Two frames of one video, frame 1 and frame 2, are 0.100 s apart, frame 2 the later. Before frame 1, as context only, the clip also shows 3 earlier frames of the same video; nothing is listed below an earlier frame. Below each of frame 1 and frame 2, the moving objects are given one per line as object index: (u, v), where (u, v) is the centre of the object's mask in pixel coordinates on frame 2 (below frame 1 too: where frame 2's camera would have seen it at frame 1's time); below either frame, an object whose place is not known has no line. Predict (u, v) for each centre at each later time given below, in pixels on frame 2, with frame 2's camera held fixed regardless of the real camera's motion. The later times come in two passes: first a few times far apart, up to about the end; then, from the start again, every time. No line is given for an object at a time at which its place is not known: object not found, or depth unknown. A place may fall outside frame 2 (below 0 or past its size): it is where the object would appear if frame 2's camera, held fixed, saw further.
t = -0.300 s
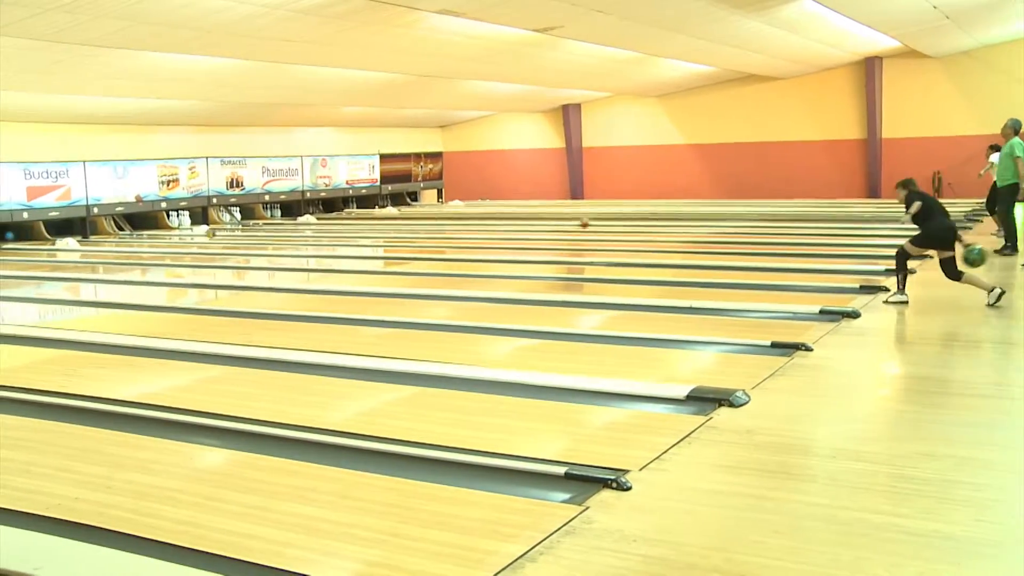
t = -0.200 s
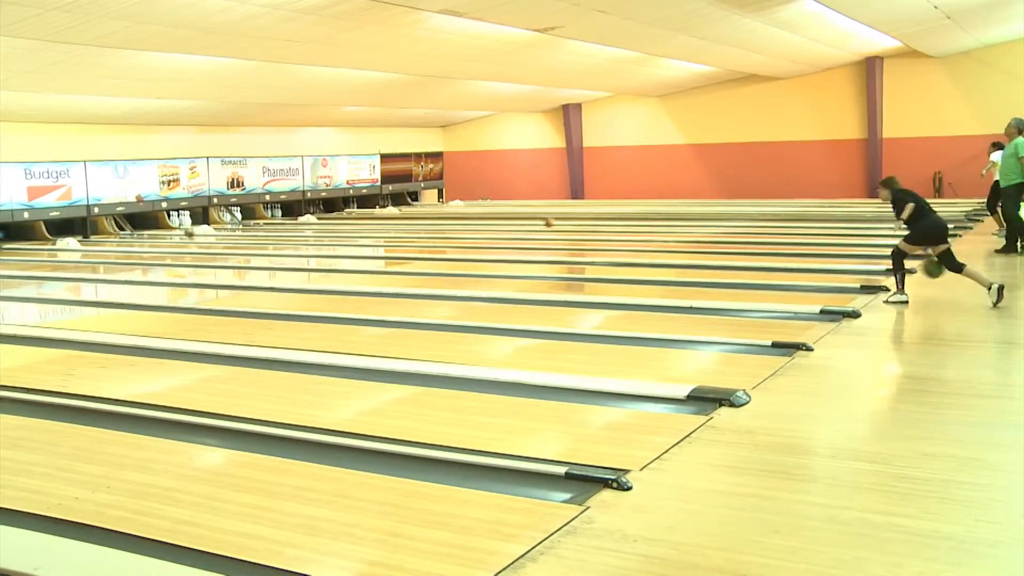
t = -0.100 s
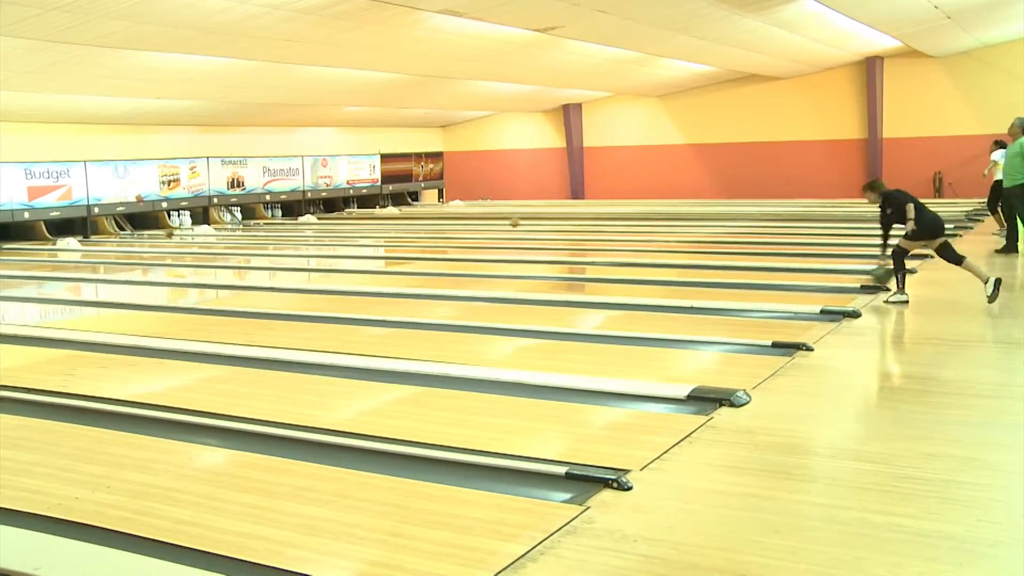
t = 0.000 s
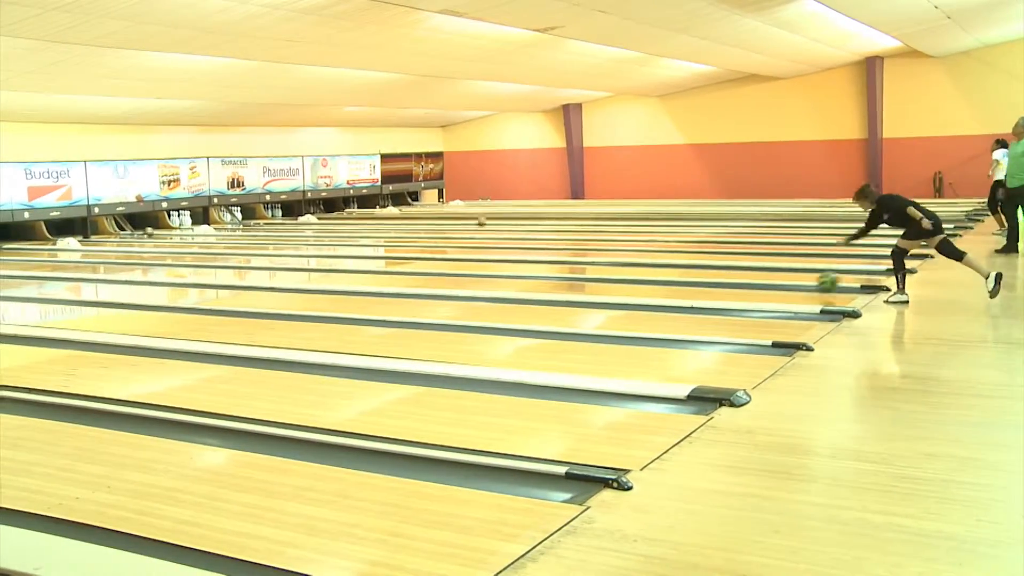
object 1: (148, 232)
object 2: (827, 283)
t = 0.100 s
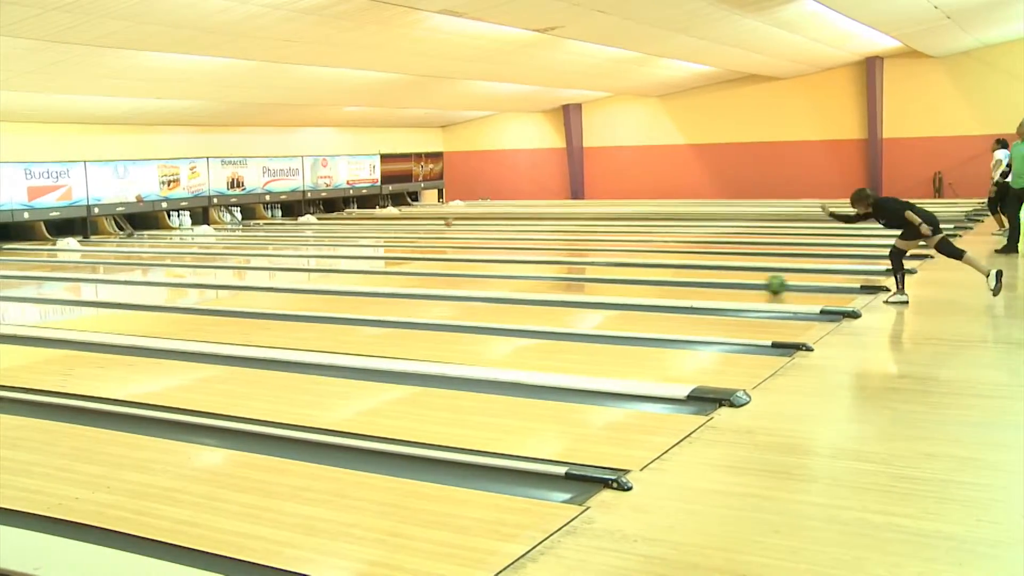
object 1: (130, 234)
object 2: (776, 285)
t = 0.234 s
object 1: (108, 234)
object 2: (710, 282)
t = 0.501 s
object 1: (56, 233)
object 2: (592, 278)
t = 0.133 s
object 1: (122, 234)
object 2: (760, 284)
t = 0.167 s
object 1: (115, 234)
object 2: (743, 283)
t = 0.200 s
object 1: (111, 233)
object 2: (726, 283)
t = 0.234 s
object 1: (108, 234)
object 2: (710, 282)
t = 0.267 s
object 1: (96, 232)
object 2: (695, 282)
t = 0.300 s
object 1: (91, 232)
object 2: (680, 281)
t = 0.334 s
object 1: (86, 233)
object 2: (665, 281)
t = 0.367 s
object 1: (77, 233)
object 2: (649, 280)
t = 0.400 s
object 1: (73, 233)
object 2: (634, 279)
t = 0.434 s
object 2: (619, 279)
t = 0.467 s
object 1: (62, 232)
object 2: (605, 278)
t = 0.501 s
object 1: (56, 233)
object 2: (592, 278)
